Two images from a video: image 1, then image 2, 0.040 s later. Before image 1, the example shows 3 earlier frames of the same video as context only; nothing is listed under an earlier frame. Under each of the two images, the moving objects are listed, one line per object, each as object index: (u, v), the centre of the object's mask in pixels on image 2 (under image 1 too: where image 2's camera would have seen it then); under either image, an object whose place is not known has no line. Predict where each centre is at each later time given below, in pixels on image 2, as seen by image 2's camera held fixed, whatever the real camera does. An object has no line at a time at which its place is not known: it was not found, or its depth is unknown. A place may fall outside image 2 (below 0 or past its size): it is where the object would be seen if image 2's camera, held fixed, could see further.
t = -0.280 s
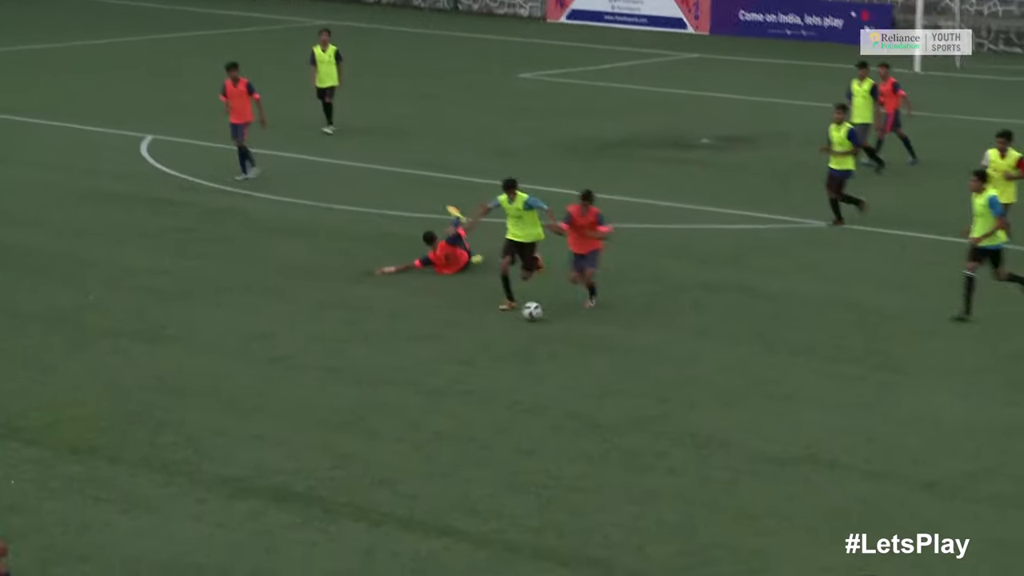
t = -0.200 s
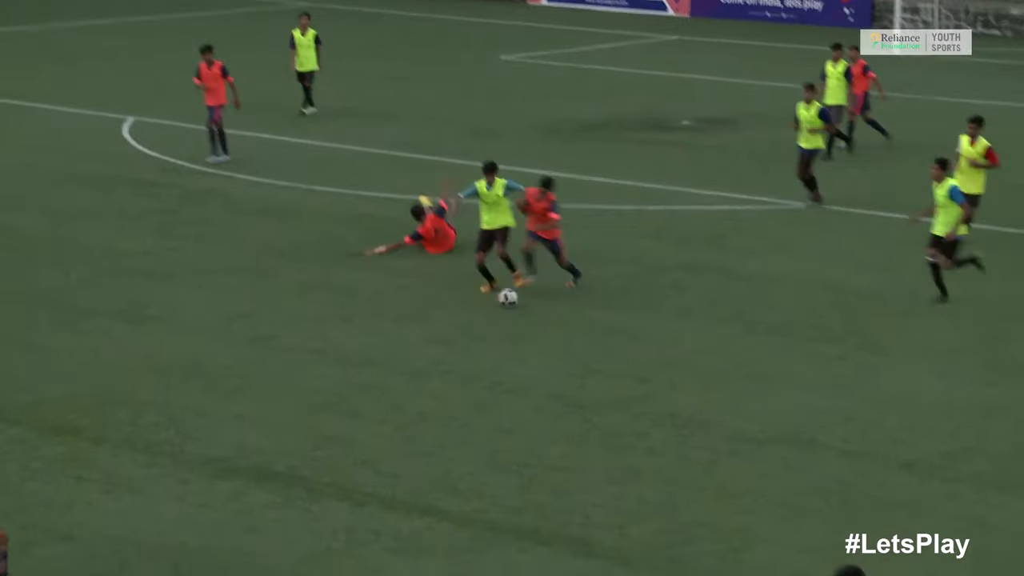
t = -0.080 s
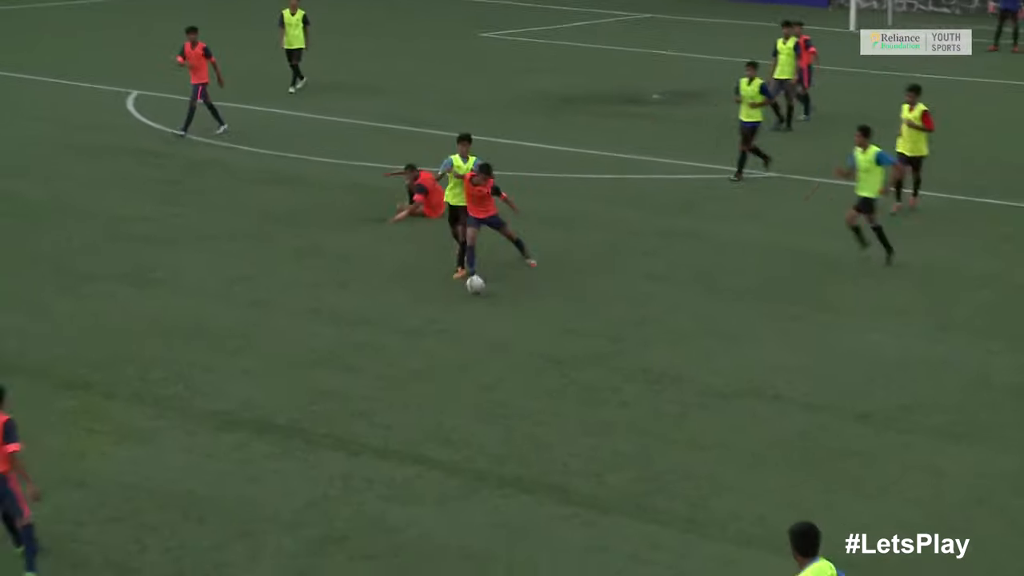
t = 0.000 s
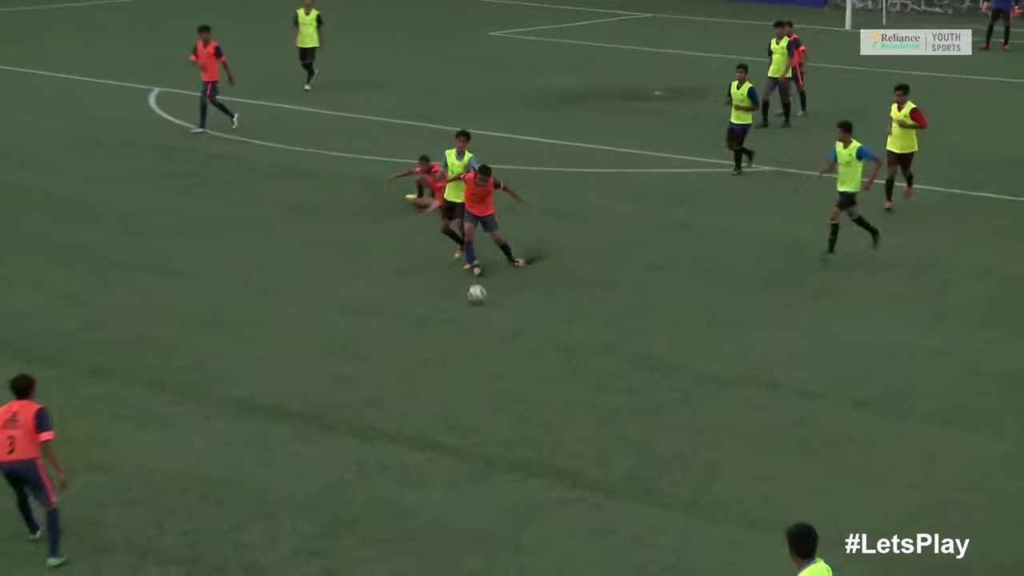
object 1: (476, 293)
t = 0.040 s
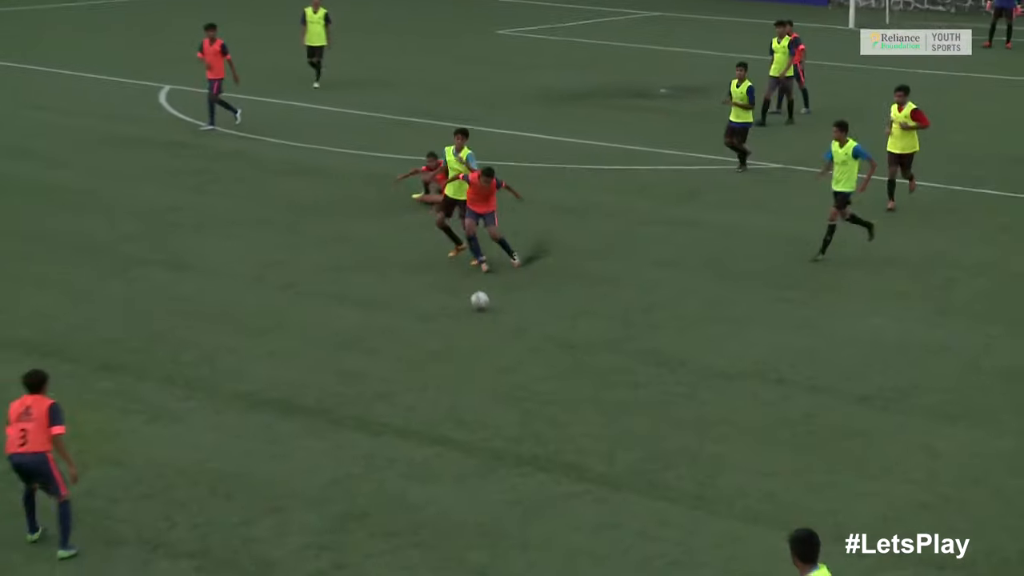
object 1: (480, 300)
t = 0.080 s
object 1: (487, 309)
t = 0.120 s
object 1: (492, 314)
